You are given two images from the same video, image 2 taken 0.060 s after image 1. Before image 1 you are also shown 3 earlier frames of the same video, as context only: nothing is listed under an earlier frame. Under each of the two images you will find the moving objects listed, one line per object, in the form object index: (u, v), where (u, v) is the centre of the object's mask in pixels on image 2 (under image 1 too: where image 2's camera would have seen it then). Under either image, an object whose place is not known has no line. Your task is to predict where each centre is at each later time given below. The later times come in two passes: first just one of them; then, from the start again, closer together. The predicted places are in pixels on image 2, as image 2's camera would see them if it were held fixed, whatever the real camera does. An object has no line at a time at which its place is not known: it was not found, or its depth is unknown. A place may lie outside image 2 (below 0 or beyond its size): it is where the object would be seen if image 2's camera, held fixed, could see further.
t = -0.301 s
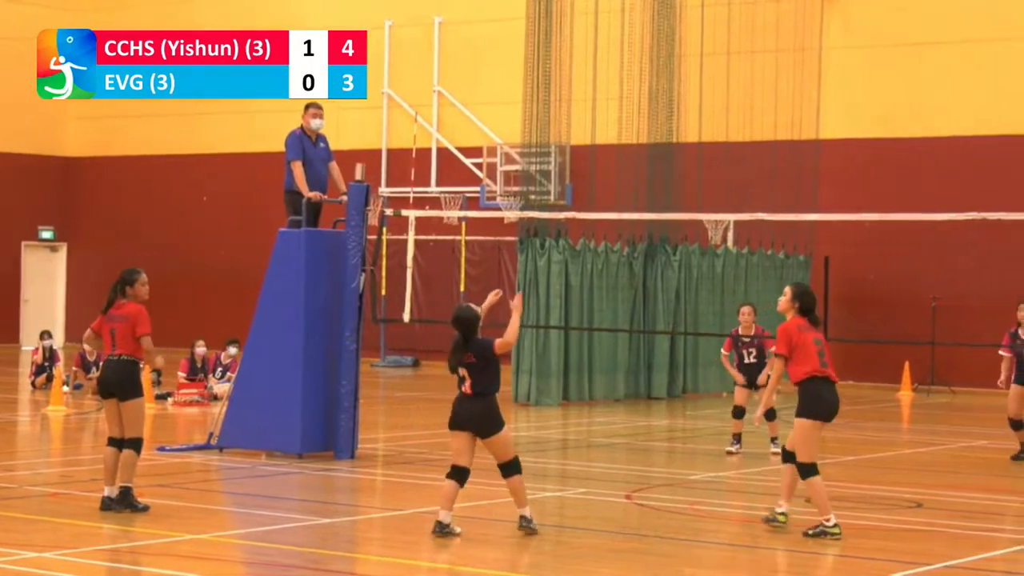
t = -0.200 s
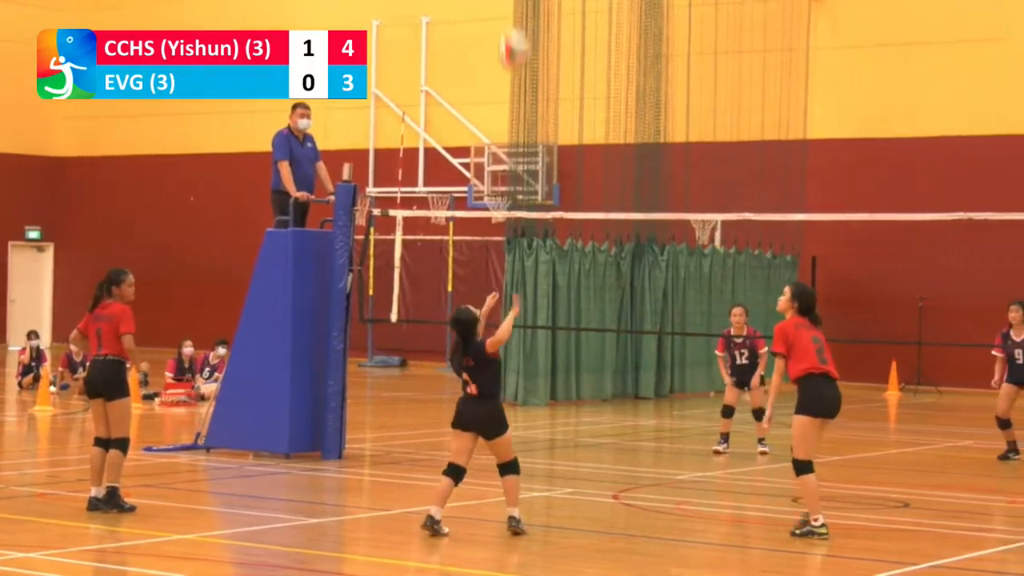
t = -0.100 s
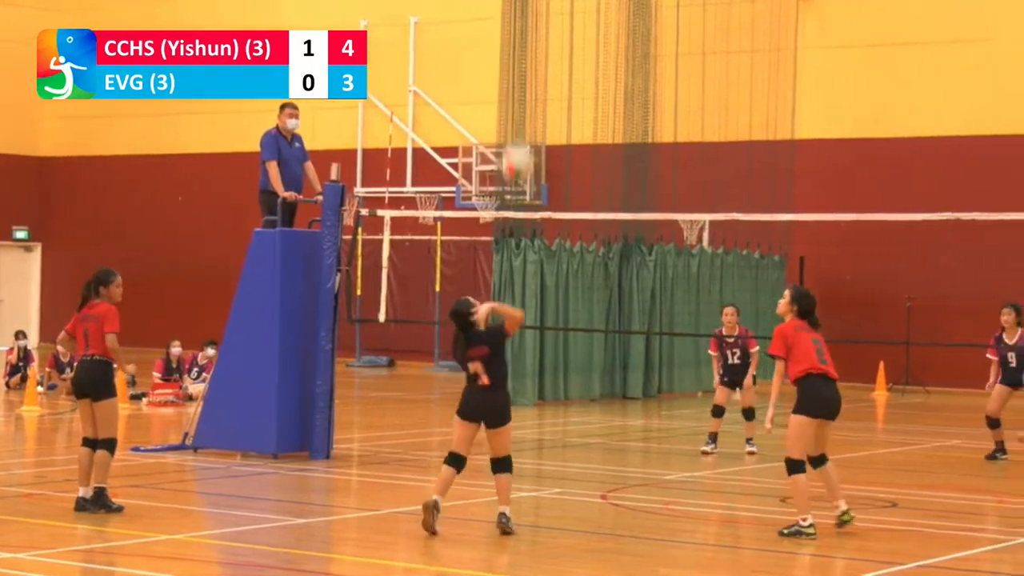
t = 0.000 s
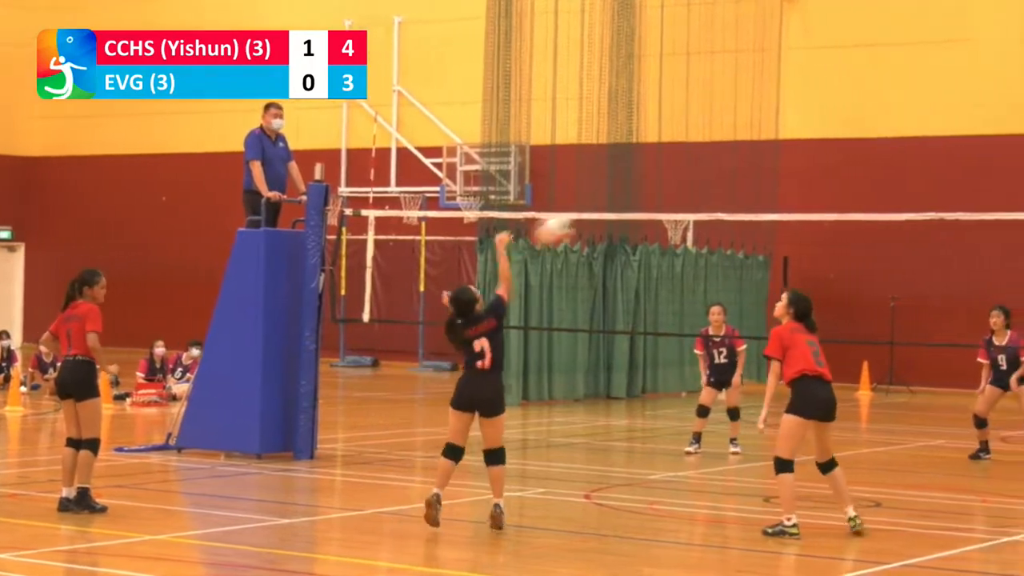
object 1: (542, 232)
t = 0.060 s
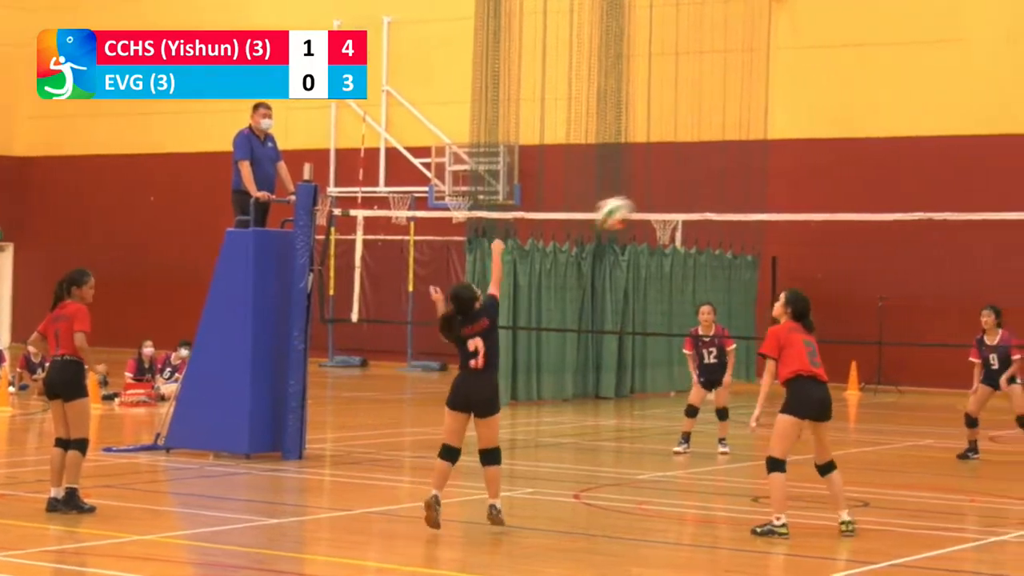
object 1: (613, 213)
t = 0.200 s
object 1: (769, 194)
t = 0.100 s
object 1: (660, 202)
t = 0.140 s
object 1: (705, 197)
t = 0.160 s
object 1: (727, 195)
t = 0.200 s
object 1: (769, 194)
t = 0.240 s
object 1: (810, 194)
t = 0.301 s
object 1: (869, 200)
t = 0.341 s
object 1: (906, 206)
